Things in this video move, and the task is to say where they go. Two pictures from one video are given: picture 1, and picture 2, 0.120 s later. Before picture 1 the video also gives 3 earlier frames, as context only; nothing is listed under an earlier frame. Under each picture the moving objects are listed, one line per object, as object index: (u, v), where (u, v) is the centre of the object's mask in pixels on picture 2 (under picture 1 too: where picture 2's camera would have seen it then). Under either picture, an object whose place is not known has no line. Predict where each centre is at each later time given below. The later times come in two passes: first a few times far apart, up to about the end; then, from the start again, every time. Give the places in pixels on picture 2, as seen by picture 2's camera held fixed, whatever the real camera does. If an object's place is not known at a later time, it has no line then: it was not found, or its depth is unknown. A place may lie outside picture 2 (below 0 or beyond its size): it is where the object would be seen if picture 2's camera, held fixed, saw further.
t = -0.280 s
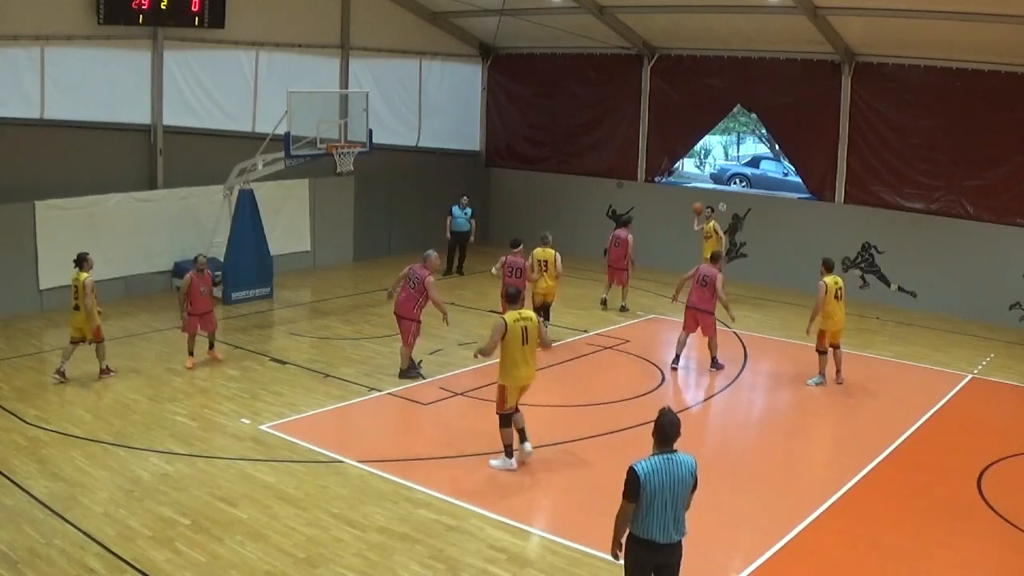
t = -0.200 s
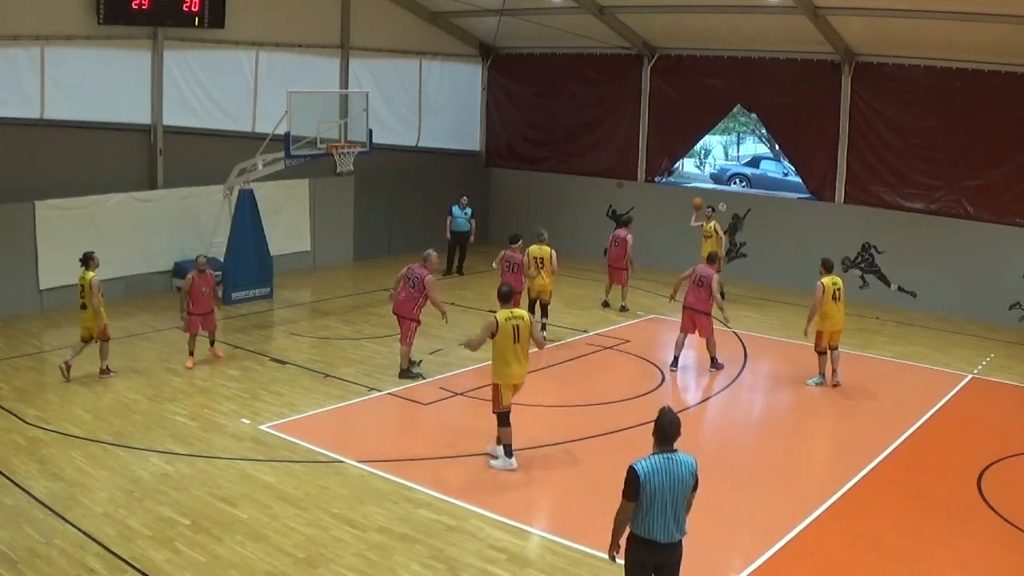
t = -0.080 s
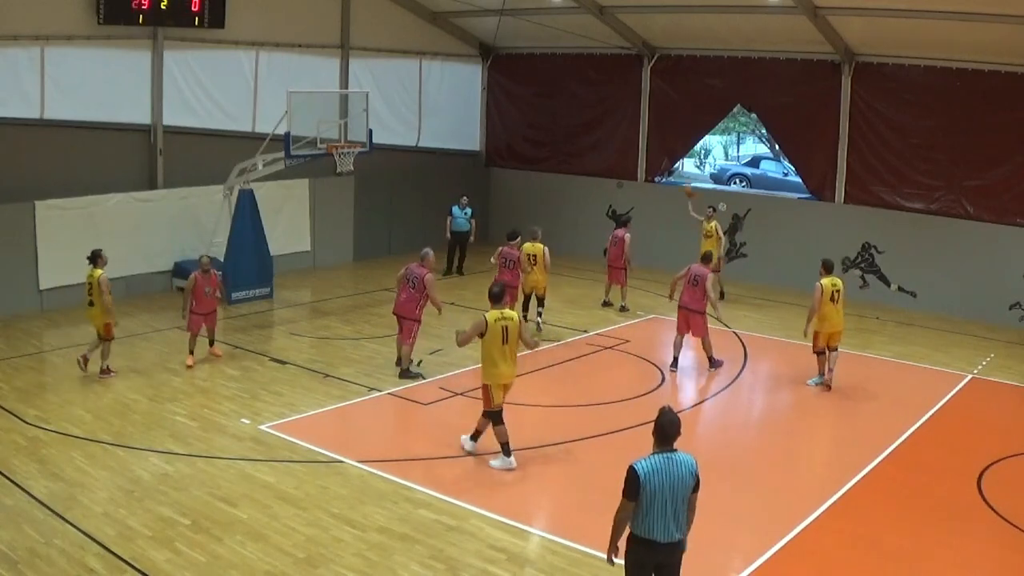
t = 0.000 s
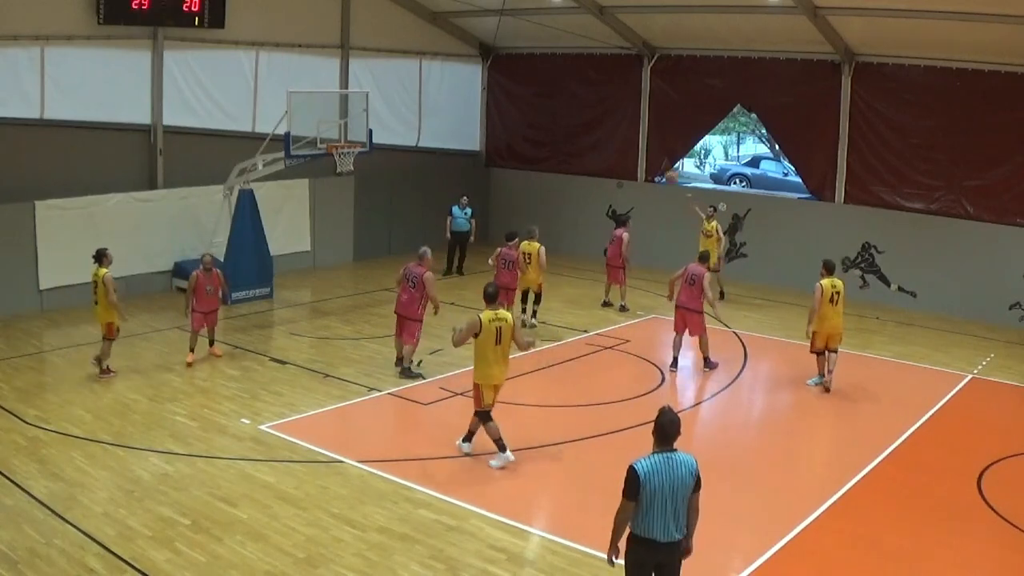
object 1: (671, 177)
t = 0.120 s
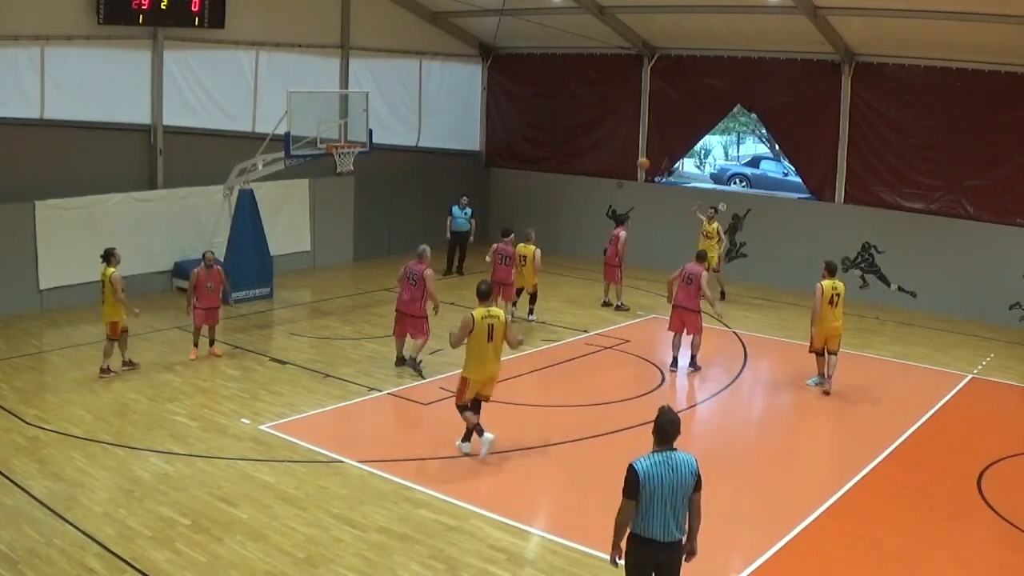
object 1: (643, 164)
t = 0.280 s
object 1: (604, 157)
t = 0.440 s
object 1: (563, 163)
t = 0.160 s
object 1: (633, 160)
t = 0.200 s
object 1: (623, 158)
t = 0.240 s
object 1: (613, 157)
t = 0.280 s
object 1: (604, 157)
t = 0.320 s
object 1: (594, 157)
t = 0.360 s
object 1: (584, 158)
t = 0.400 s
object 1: (573, 160)
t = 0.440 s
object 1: (563, 163)
